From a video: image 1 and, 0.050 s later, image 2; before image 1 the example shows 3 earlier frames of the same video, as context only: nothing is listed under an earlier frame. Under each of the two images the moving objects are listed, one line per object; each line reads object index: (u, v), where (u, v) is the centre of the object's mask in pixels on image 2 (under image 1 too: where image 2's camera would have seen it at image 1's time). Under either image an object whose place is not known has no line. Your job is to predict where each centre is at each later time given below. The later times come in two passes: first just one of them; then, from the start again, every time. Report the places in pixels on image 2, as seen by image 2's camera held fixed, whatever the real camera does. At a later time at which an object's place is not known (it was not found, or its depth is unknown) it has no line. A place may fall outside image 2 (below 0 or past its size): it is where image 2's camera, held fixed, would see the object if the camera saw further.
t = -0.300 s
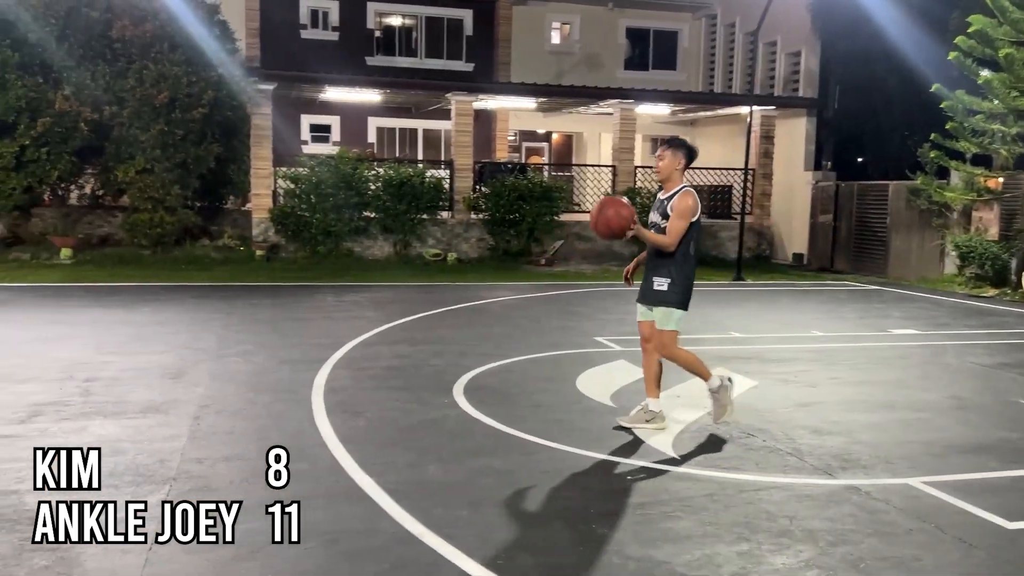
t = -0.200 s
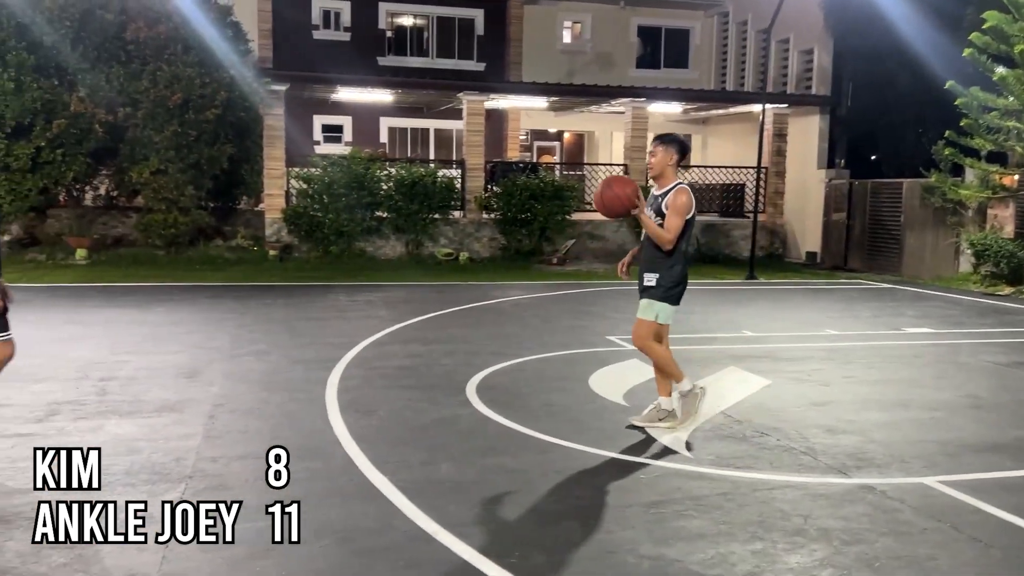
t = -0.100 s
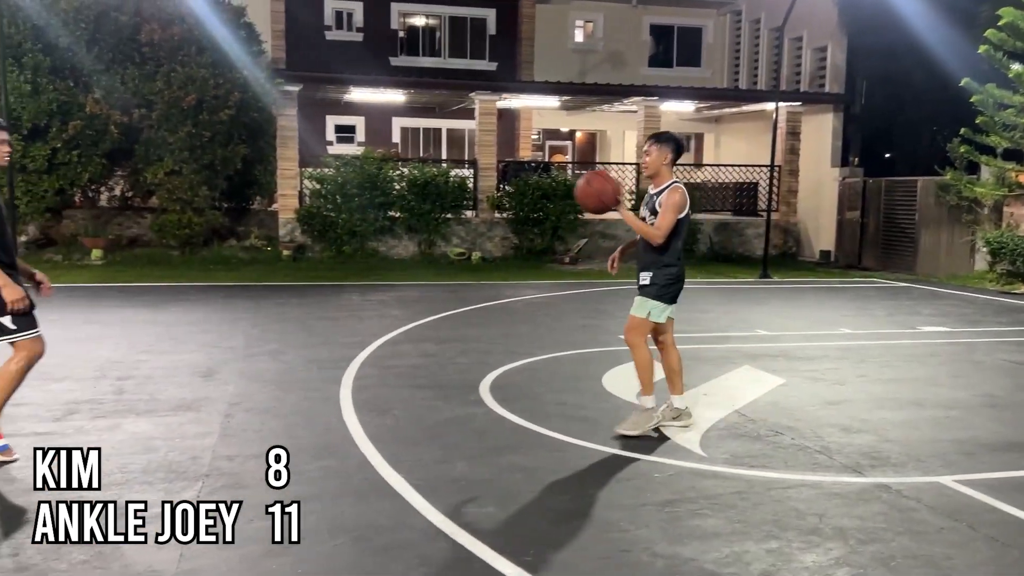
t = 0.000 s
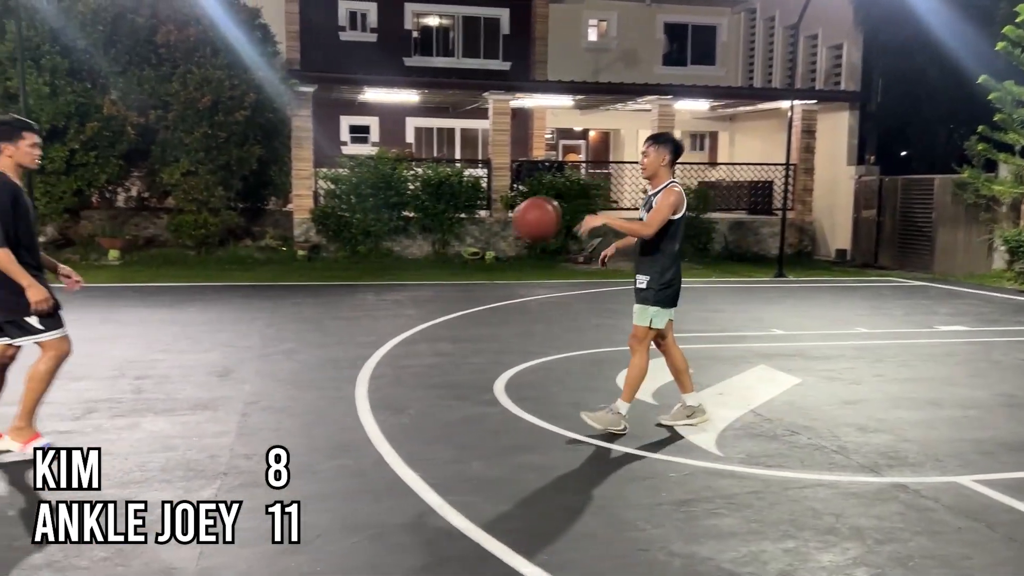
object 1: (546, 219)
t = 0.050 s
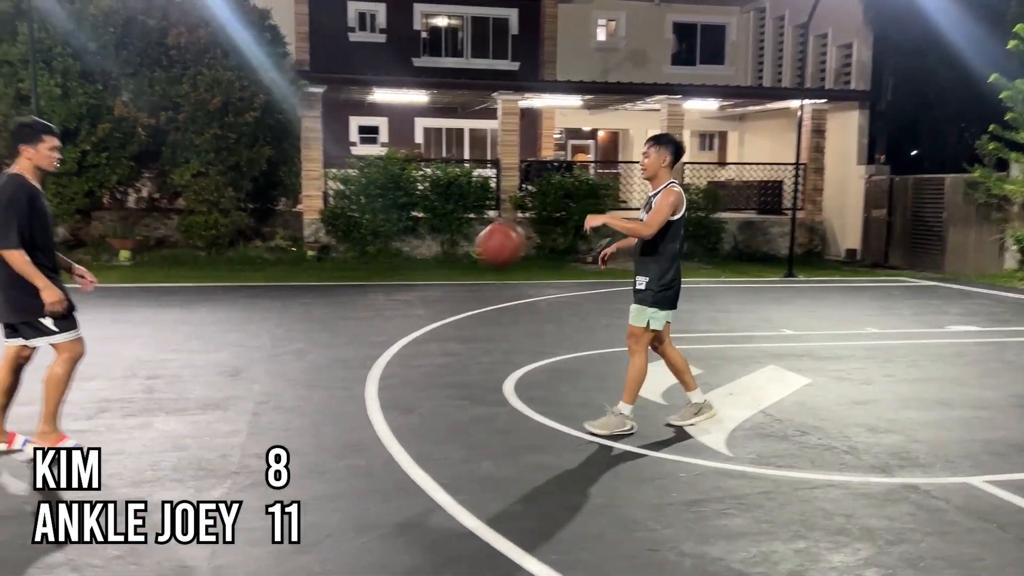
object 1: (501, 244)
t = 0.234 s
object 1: (331, 378)
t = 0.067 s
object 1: (484, 254)
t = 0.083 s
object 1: (470, 263)
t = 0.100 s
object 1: (455, 274)
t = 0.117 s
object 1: (439, 285)
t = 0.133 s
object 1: (424, 297)
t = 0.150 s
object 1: (409, 309)
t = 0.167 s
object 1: (392, 322)
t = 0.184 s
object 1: (377, 335)
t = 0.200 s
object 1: (362, 349)
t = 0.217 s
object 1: (347, 364)
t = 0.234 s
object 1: (331, 378)
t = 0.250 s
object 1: (316, 394)
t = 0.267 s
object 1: (300, 410)
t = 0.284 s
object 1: (287, 423)
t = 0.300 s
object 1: (280, 412)
